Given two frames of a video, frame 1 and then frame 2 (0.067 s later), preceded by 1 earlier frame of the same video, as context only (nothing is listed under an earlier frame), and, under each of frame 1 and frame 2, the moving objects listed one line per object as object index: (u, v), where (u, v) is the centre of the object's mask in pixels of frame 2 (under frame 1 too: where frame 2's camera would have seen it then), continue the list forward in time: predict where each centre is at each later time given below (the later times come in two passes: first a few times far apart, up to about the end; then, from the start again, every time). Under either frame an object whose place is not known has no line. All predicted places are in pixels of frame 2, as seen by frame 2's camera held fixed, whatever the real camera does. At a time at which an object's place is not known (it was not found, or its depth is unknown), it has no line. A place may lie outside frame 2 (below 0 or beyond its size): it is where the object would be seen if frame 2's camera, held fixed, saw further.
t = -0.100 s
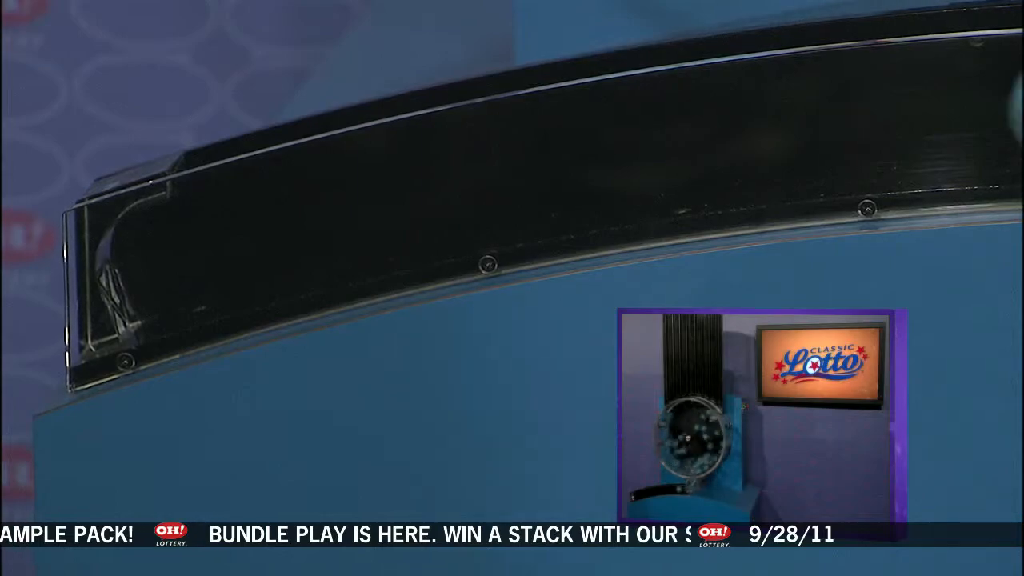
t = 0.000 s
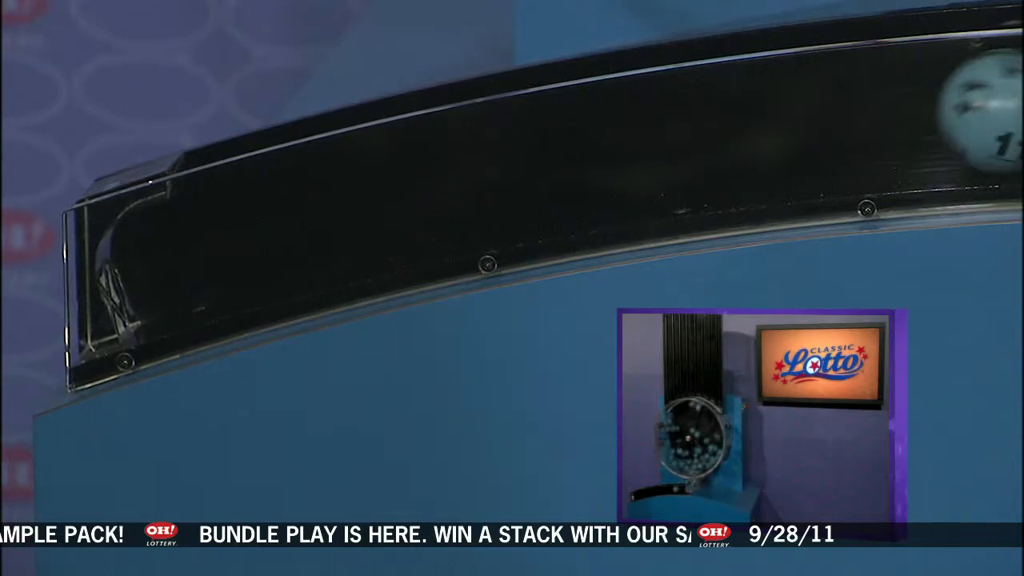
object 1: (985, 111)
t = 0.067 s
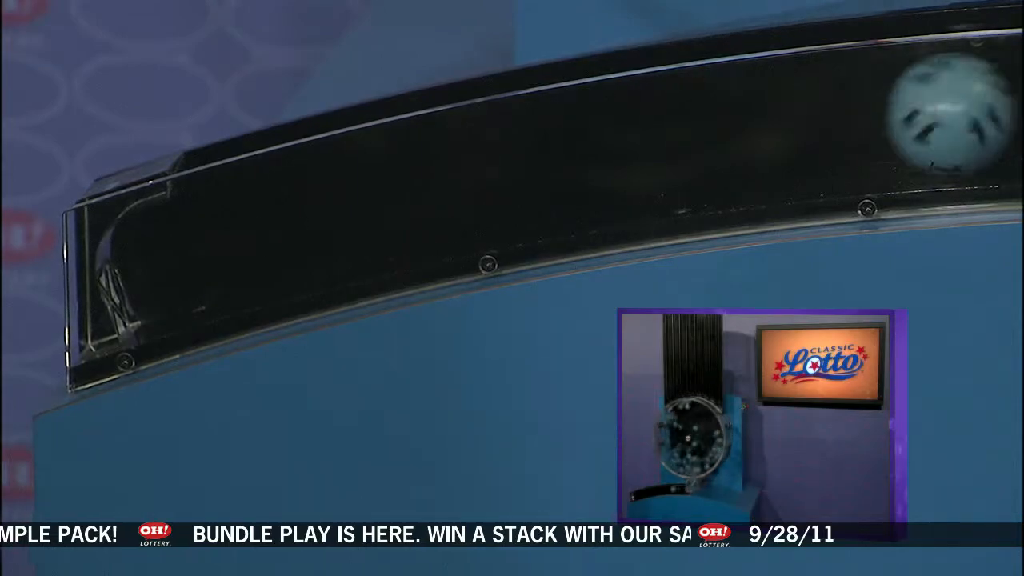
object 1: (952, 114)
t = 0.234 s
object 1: (791, 128)
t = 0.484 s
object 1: (441, 187)
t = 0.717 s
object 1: (161, 263)
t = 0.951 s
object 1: (161, 263)
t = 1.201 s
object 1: (160, 264)
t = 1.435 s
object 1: (160, 263)
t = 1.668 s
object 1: (160, 263)
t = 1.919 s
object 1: (160, 263)
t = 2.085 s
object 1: (160, 263)
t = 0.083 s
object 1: (936, 114)
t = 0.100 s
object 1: (922, 115)
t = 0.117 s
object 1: (907, 117)
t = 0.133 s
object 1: (892, 118)
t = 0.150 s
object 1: (876, 120)
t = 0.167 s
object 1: (860, 121)
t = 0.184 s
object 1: (843, 123)
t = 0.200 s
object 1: (826, 124)
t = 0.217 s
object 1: (809, 126)
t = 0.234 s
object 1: (791, 128)
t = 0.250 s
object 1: (772, 130)
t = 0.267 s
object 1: (753, 132)
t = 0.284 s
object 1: (733, 135)
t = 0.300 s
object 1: (714, 137)
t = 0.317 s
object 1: (692, 140)
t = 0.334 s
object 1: (670, 144)
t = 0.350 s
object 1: (647, 148)
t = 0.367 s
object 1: (625, 151)
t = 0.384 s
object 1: (602, 156)
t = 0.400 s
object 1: (576, 160)
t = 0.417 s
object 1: (550, 164)
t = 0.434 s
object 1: (524, 169)
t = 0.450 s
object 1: (498, 175)
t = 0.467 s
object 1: (471, 181)
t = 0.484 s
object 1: (441, 187)
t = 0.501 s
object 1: (411, 193)
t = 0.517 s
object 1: (380, 200)
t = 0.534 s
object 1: (348, 209)
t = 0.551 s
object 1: (315, 216)
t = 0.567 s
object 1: (282, 225)
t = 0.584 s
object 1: (246, 236)
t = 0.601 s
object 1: (211, 247)
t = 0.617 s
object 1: (178, 258)
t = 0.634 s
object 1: (163, 262)
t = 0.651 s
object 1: (162, 263)
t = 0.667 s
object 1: (161, 263)
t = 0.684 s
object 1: (160, 263)
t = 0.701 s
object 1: (160, 263)
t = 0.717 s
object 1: (161, 263)
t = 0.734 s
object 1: (161, 263)
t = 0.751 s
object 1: (161, 263)
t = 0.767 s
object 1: (161, 263)
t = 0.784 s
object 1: (161, 264)
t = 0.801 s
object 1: (161, 263)
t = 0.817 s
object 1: (161, 263)
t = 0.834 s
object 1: (160, 264)
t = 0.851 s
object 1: (160, 263)
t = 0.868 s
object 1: (160, 264)
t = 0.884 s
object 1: (160, 264)
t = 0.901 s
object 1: (160, 263)
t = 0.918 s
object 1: (161, 264)
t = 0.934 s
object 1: (160, 264)
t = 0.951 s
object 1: (161, 263)
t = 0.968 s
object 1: (160, 263)
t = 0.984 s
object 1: (160, 263)
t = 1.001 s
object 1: (160, 263)
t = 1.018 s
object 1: (160, 264)
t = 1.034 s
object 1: (160, 264)
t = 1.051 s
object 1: (160, 263)
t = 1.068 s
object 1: (161, 263)
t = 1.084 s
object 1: (161, 264)
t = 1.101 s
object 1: (161, 264)
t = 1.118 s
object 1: (161, 264)
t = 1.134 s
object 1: (161, 264)
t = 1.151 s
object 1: (161, 264)
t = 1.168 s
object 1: (161, 264)
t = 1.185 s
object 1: (161, 263)
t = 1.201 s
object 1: (160, 264)
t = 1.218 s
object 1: (161, 263)
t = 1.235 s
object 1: (160, 264)
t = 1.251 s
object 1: (160, 264)
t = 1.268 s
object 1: (160, 264)
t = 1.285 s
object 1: (160, 264)
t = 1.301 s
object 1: (160, 264)
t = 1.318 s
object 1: (160, 264)
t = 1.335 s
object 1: (160, 263)
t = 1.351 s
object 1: (160, 263)
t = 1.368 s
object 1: (160, 263)
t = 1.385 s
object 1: (160, 263)
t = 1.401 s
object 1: (160, 263)
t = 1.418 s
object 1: (160, 263)
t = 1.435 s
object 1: (160, 263)
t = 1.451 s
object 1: (160, 263)
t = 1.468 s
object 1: (160, 263)
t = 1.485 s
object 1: (160, 263)
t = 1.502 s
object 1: (160, 263)
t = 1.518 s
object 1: (160, 263)
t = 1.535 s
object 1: (160, 263)
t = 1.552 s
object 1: (160, 264)
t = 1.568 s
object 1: (160, 263)
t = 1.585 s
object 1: (160, 263)
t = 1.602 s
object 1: (160, 263)
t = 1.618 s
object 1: (160, 263)
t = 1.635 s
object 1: (160, 264)
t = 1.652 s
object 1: (160, 263)
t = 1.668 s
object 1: (160, 263)
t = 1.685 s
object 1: (160, 263)
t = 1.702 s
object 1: (160, 263)
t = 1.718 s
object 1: (160, 263)
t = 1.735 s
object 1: (160, 263)
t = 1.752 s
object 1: (160, 263)
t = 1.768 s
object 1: (160, 263)
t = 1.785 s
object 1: (160, 263)
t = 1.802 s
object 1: (160, 263)
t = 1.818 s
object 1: (160, 263)
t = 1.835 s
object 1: (160, 263)
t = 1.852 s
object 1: (160, 263)
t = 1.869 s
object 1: (160, 263)
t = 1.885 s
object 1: (160, 263)
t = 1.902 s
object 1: (160, 263)
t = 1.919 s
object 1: (160, 263)
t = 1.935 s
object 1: (160, 263)
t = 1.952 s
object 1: (160, 263)
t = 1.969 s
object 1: (160, 263)
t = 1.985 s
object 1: (160, 263)
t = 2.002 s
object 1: (160, 263)
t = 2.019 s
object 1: (160, 263)
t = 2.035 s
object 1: (160, 263)
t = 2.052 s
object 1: (160, 263)
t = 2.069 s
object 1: (160, 263)
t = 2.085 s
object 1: (160, 263)
